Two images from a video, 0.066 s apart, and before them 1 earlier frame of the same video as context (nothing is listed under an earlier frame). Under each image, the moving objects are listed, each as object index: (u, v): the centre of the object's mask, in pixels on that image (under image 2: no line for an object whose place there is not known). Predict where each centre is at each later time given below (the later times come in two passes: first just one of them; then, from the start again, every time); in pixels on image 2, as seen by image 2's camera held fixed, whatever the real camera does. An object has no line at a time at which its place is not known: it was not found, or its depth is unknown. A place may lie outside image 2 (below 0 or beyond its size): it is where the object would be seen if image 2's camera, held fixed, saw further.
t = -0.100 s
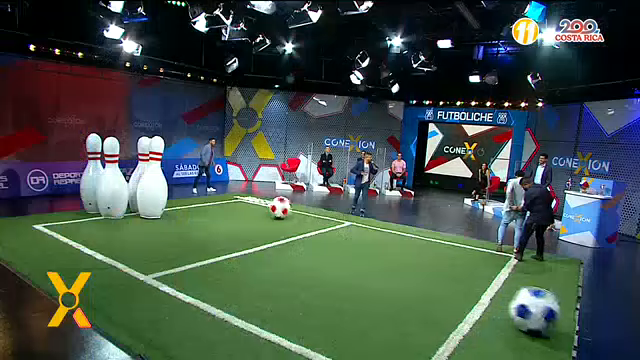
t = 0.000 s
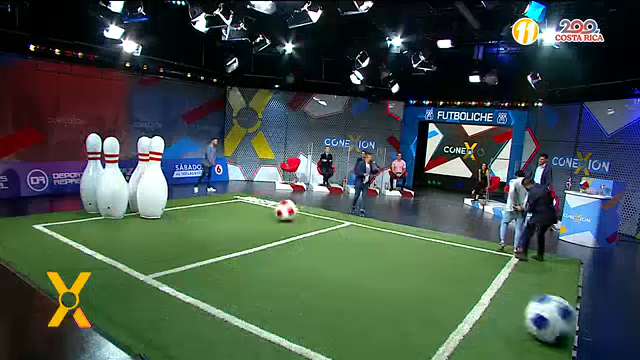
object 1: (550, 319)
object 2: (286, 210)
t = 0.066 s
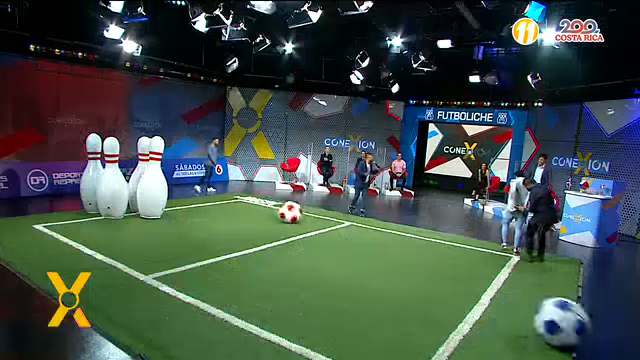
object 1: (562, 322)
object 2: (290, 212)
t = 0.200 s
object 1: (584, 333)
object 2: (299, 213)
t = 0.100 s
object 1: (567, 324)
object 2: (292, 212)
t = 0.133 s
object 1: (574, 328)
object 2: (294, 212)
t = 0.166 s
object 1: (579, 330)
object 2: (296, 213)
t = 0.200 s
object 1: (584, 333)
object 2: (299, 213)
